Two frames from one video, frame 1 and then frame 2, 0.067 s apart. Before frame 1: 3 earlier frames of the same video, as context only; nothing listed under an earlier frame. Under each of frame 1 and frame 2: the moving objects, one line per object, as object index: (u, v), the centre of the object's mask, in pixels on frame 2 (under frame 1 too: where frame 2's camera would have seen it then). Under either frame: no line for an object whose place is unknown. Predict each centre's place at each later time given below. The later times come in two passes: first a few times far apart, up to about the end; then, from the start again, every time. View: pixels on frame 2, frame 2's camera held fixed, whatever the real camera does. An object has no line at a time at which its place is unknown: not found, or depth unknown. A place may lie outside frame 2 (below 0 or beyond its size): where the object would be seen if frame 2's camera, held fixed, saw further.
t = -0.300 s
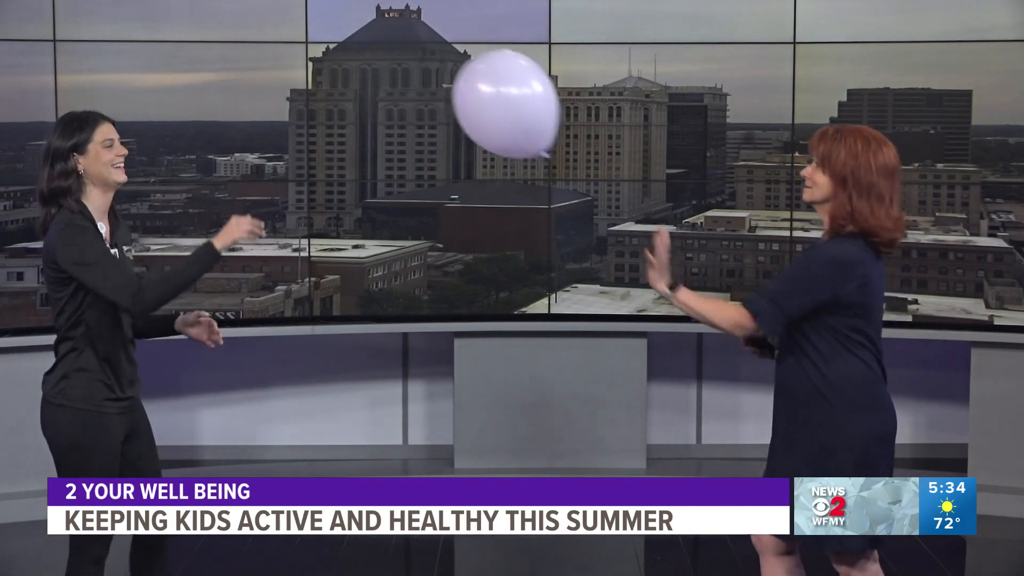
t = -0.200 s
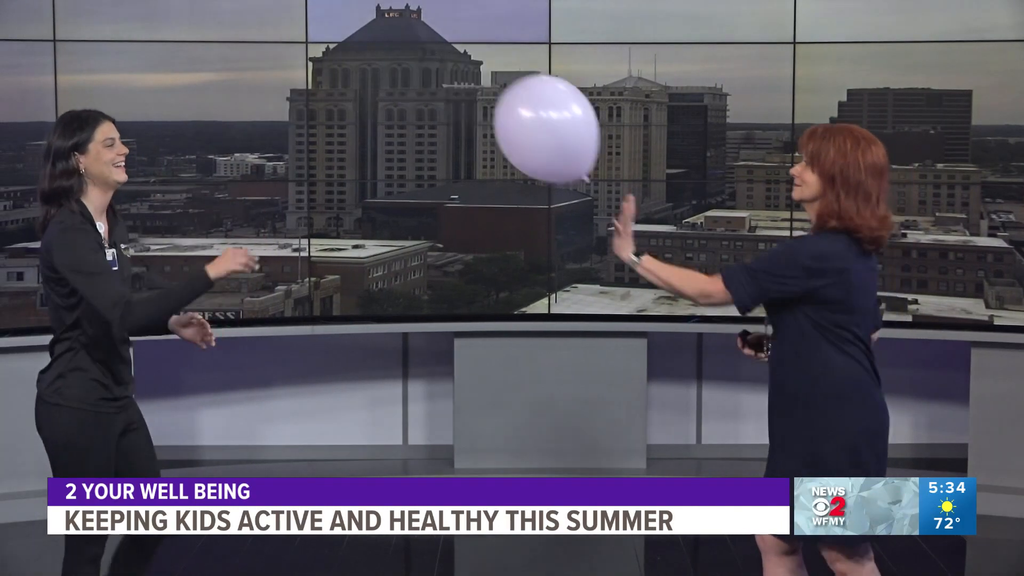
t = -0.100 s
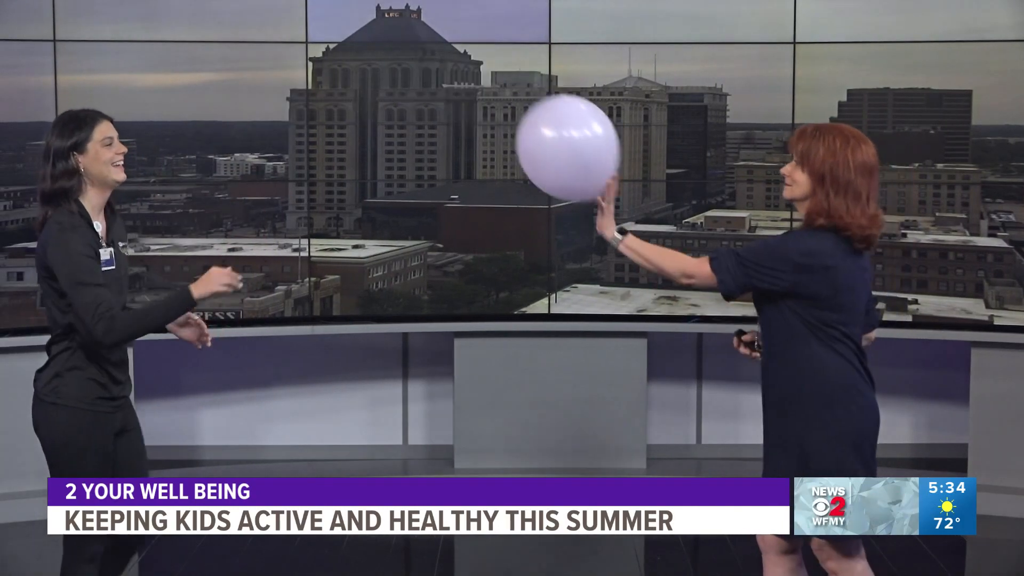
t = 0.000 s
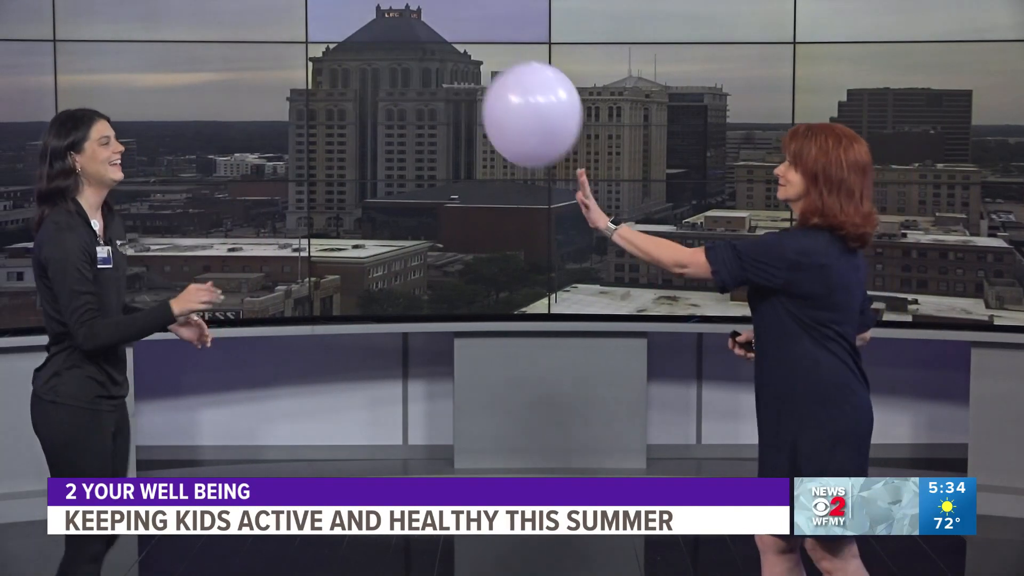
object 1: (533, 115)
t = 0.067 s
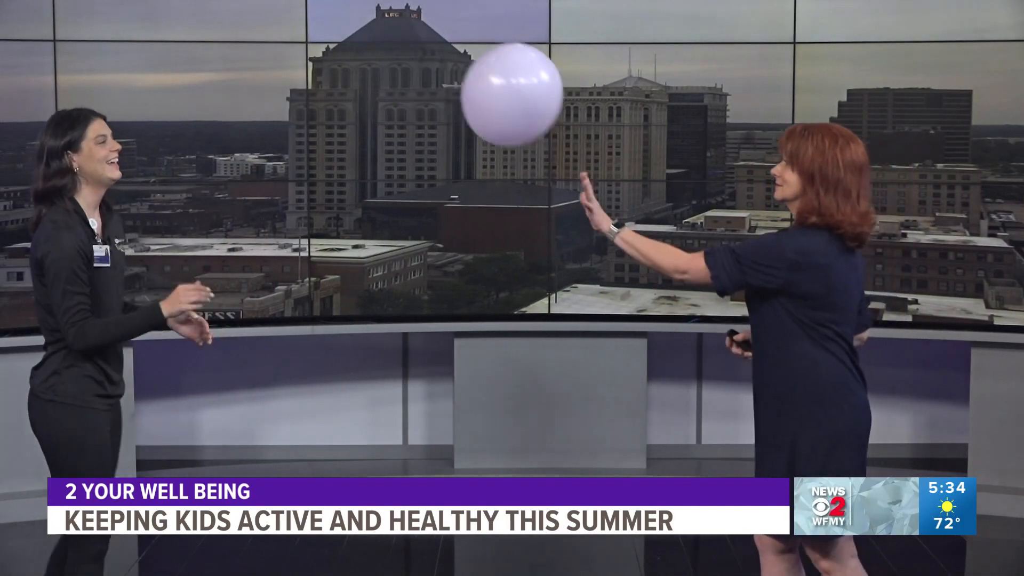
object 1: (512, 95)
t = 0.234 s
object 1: (463, 61)
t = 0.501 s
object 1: (393, 42)
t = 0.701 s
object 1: (347, 48)
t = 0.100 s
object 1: (502, 87)
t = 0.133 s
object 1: (492, 79)
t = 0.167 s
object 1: (483, 73)
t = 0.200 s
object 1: (473, 67)
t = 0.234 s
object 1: (463, 61)
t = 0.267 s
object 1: (454, 56)
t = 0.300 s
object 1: (444, 52)
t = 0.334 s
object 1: (435, 49)
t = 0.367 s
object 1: (427, 46)
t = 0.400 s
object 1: (418, 44)
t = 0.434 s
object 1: (409, 43)
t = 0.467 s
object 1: (401, 43)
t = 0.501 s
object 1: (393, 42)
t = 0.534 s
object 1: (385, 42)
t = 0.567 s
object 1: (377, 42)
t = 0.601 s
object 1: (370, 43)
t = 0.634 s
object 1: (362, 44)
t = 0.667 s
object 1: (355, 46)
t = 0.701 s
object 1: (347, 48)
